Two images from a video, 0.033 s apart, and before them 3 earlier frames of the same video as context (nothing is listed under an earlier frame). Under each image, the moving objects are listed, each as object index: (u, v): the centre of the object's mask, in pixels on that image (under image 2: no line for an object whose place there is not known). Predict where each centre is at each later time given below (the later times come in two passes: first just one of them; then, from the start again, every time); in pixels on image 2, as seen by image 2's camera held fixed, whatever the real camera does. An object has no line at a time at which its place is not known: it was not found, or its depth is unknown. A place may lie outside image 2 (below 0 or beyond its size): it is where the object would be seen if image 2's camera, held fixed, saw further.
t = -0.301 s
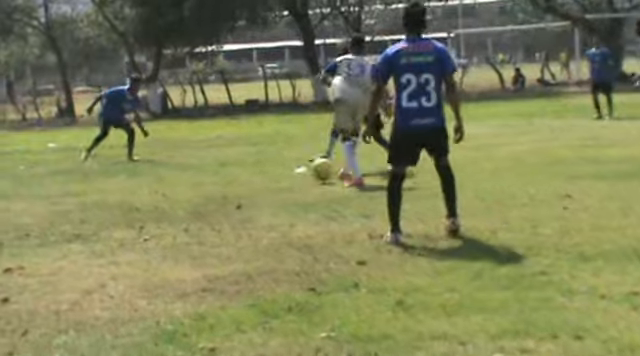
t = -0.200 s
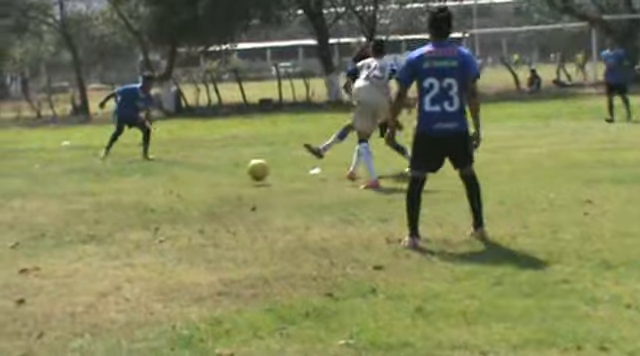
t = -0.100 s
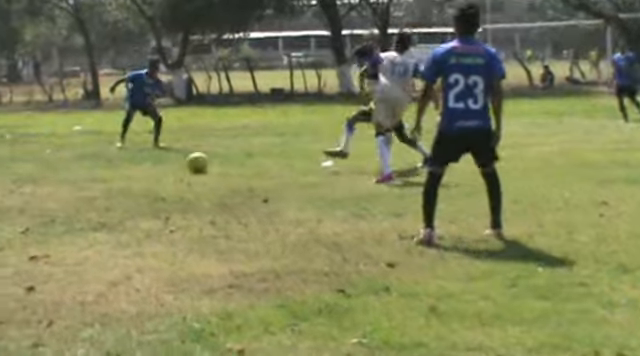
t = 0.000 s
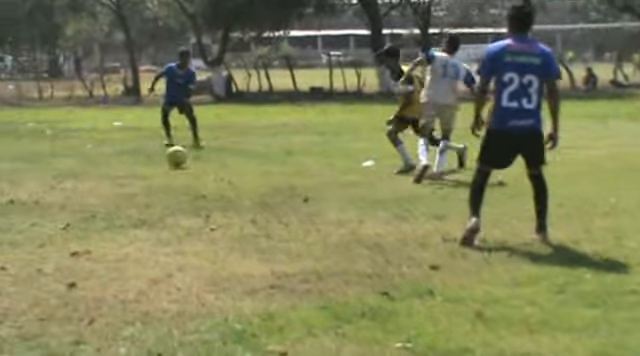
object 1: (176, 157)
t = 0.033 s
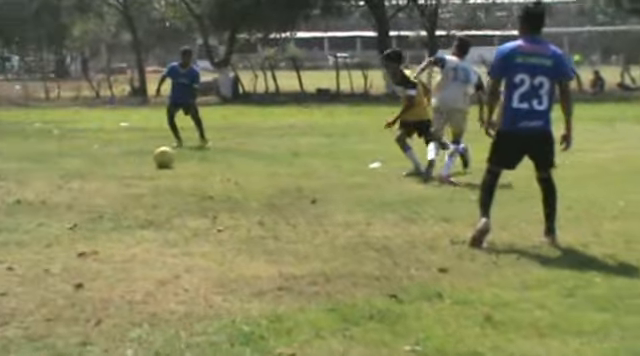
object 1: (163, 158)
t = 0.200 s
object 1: (78, 153)
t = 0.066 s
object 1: (145, 158)
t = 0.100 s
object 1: (128, 156)
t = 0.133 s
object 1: (111, 155)
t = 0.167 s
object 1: (94, 154)
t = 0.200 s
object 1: (78, 153)
